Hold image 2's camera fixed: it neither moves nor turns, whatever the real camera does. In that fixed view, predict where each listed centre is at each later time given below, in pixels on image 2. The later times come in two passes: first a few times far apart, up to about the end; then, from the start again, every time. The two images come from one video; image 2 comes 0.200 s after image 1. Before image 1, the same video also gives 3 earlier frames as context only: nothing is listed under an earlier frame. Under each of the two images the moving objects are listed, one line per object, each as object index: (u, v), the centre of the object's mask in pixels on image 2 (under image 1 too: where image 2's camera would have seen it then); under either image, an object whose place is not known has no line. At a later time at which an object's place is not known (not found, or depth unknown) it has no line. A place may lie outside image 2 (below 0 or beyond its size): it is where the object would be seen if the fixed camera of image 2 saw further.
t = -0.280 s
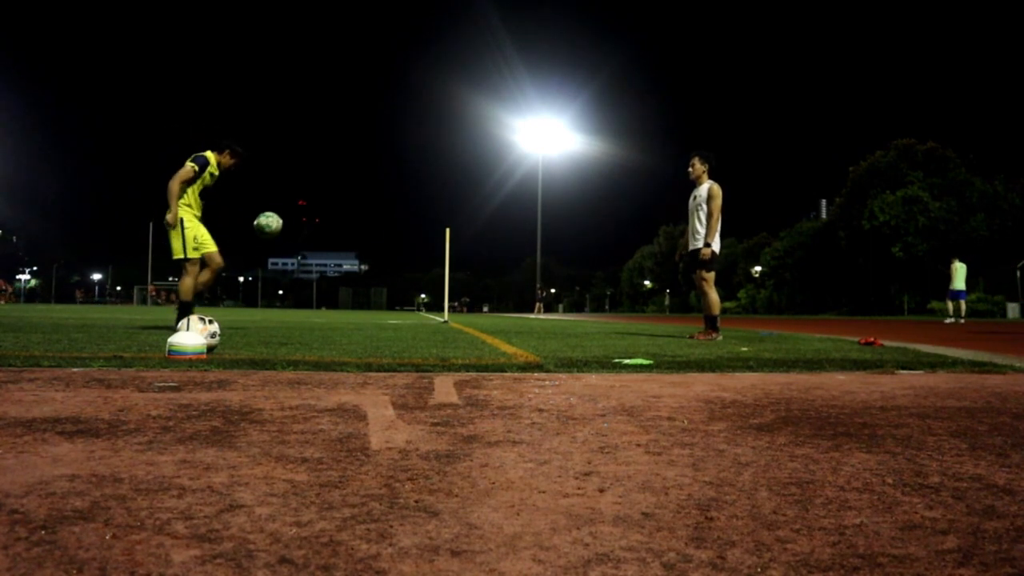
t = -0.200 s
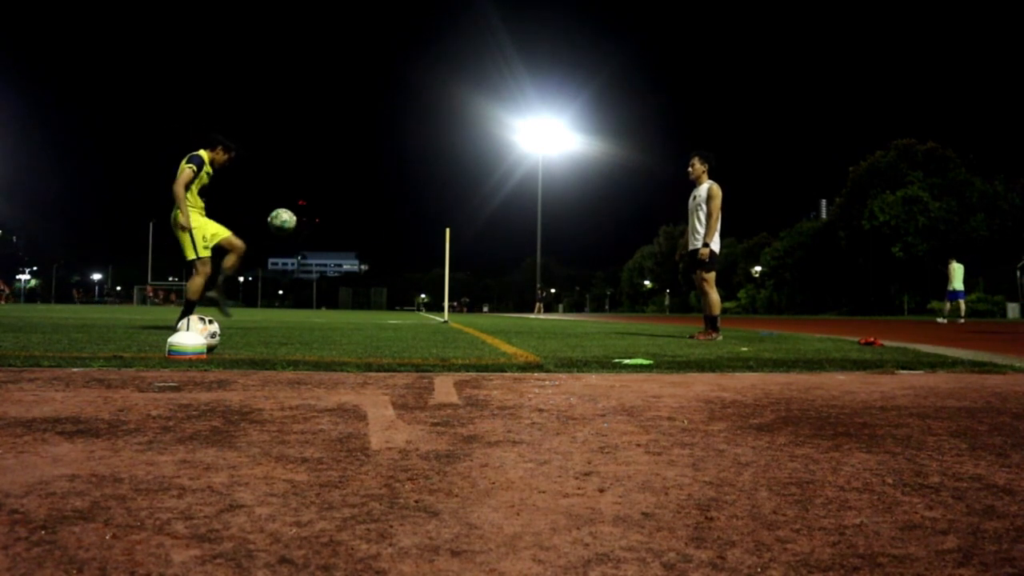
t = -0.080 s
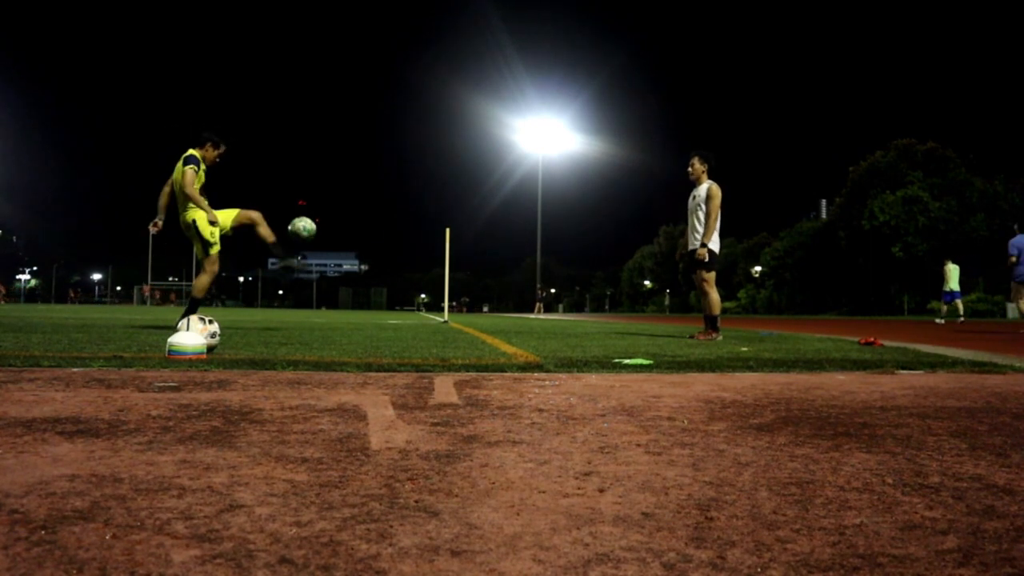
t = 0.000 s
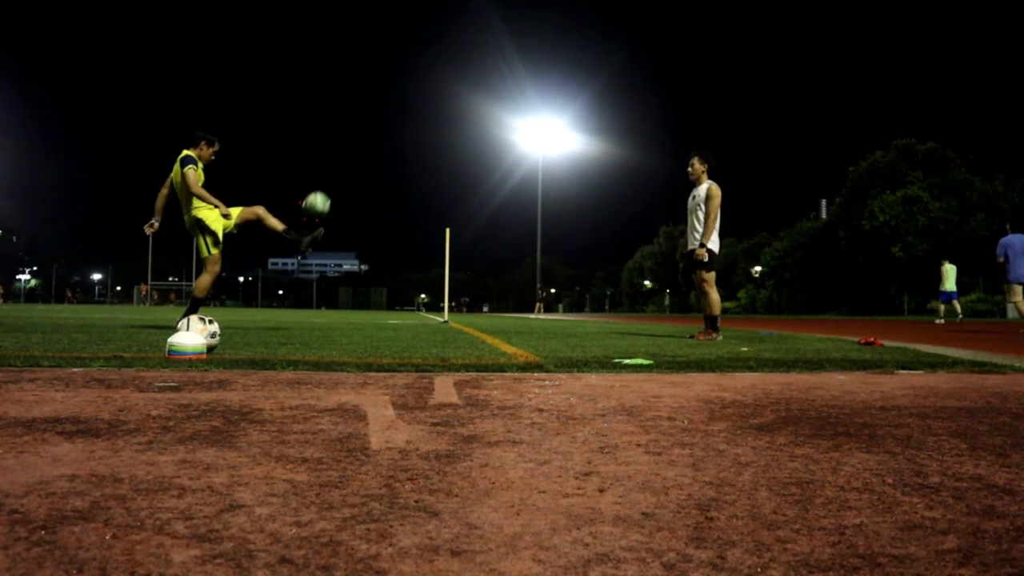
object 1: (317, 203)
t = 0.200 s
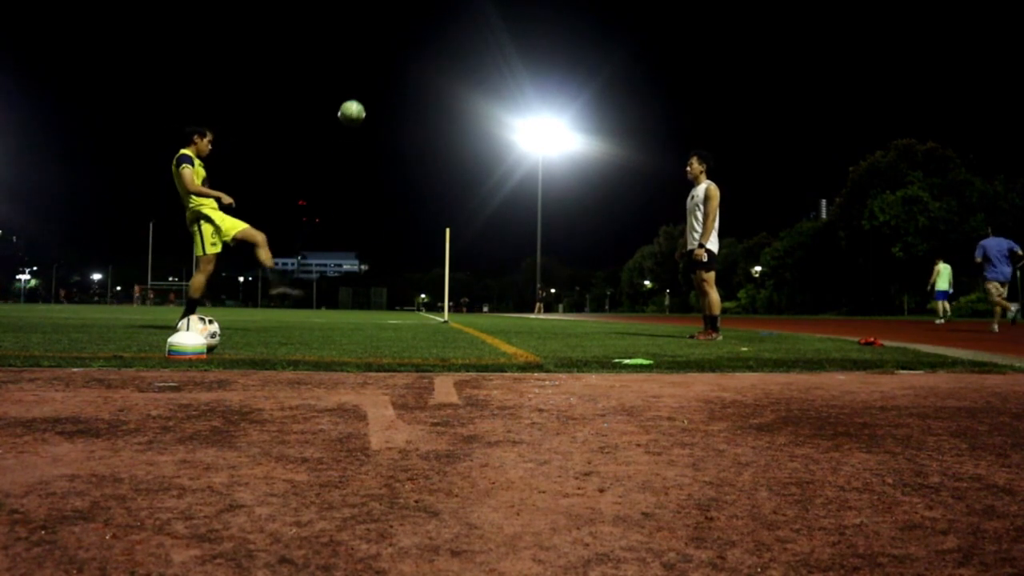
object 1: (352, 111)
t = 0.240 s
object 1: (358, 99)
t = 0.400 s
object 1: (382, 68)
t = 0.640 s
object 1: (415, 71)
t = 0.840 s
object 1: (440, 115)
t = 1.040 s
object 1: (463, 199)
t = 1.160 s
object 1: (477, 264)
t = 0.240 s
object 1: (358, 99)
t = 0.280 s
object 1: (364, 88)
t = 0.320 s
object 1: (370, 79)
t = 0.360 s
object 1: (376, 73)
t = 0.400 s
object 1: (382, 68)
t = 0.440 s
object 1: (388, 63)
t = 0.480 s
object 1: (394, 62)
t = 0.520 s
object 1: (399, 62)
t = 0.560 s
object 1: (404, 63)
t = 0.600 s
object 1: (410, 66)
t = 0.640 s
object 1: (415, 71)
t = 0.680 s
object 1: (420, 77)
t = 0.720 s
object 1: (425, 84)
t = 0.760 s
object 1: (430, 92)
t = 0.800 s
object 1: (435, 104)
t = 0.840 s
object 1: (440, 115)
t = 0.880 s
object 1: (445, 129)
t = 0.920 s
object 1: (450, 143)
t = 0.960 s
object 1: (454, 161)
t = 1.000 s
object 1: (459, 178)
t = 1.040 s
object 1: (463, 199)
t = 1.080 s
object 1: (468, 219)
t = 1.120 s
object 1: (472, 241)
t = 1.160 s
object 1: (477, 264)
